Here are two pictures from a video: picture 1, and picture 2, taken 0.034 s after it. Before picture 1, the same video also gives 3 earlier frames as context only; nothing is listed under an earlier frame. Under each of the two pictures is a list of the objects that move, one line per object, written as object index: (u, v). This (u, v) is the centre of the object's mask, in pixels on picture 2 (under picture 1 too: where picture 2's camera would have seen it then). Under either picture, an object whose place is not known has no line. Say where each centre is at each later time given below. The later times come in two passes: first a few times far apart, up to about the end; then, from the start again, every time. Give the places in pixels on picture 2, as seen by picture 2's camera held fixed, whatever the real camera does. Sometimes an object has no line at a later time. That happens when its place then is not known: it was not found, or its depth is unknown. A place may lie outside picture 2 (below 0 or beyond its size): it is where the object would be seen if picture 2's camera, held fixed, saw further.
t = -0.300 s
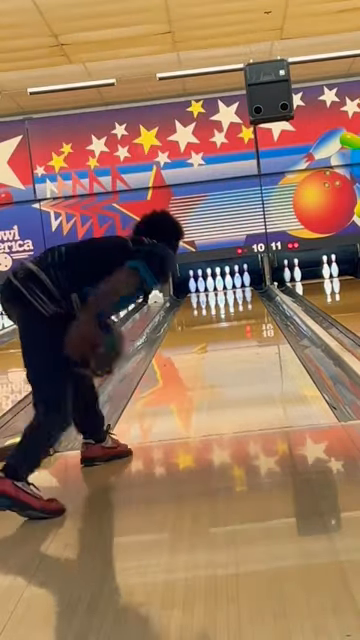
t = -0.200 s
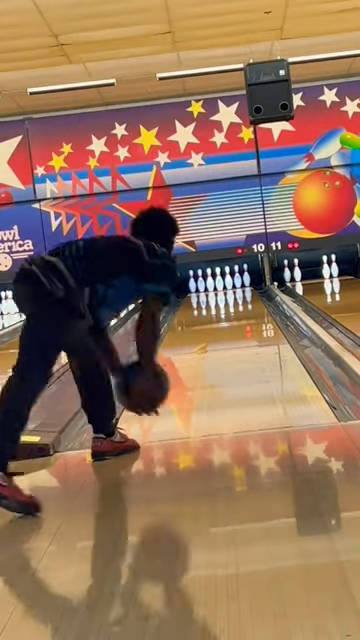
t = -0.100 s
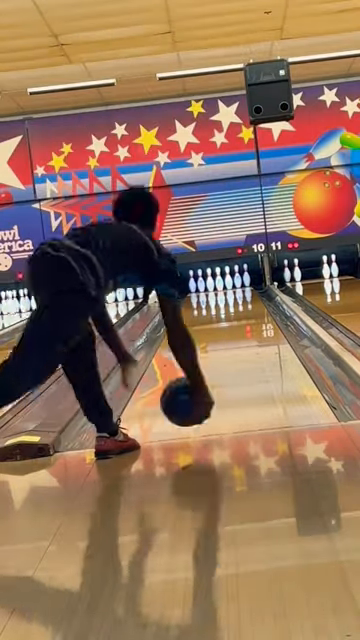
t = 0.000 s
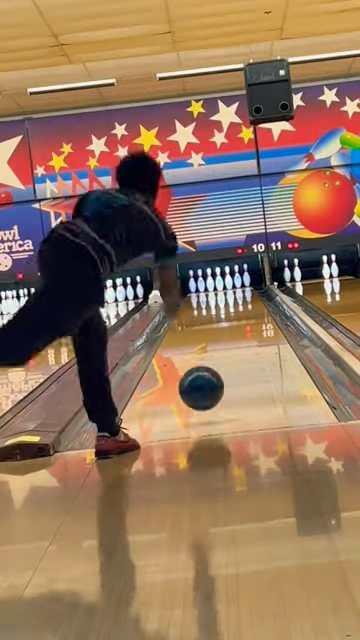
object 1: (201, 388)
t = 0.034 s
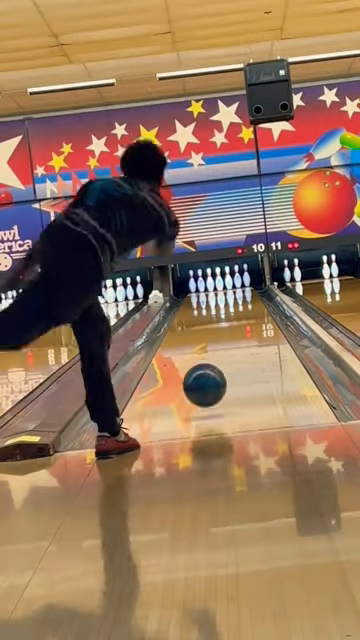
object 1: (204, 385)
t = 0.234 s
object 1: (221, 370)
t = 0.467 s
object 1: (233, 348)
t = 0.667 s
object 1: (240, 335)
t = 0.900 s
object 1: (246, 323)
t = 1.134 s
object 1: (250, 313)
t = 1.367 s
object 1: (252, 305)
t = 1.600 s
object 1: (252, 298)
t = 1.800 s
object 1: (250, 295)
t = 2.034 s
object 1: (247, 291)
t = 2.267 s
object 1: (240, 287)
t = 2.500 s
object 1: (232, 285)
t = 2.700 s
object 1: (227, 283)
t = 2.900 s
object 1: (229, 282)
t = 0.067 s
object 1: (208, 384)
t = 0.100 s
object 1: (211, 386)
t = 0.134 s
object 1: (214, 381)
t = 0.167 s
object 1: (216, 377)
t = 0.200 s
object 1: (218, 373)
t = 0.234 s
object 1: (221, 370)
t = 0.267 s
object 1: (223, 366)
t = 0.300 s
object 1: (225, 363)
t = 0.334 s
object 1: (226, 360)
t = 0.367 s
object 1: (228, 356)
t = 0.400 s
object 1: (230, 354)
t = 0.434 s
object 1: (231, 351)
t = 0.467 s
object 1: (233, 348)
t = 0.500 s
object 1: (234, 346)
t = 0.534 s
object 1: (235, 343)
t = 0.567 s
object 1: (237, 341)
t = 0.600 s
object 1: (238, 339)
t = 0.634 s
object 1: (239, 337)
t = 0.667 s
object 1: (240, 335)
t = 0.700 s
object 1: (241, 333)
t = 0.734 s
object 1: (242, 331)
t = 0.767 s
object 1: (243, 329)
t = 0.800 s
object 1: (244, 327)
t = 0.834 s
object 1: (245, 325)
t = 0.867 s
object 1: (245, 324)
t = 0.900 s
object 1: (246, 323)
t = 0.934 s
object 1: (246, 321)
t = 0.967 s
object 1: (248, 320)
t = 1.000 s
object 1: (248, 318)
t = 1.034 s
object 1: (248, 317)
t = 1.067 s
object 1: (249, 315)
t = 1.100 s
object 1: (250, 314)
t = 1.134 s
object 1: (250, 313)
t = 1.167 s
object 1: (250, 311)
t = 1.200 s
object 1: (251, 310)
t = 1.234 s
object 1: (251, 309)
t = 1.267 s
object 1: (252, 308)
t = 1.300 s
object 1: (252, 307)
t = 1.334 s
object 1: (252, 306)
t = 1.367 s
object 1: (252, 305)
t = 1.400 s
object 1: (252, 304)
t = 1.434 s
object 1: (252, 303)
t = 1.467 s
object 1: (252, 303)
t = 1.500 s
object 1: (252, 301)
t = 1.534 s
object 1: (252, 300)
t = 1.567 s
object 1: (252, 299)
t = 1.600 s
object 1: (252, 298)
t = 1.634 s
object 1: (252, 297)
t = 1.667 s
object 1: (251, 297)
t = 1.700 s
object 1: (251, 296)
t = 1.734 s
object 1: (251, 296)
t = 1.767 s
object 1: (250, 295)
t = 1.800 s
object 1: (250, 295)
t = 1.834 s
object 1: (250, 294)
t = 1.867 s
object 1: (249, 293)
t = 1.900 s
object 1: (248, 292)
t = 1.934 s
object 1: (248, 292)
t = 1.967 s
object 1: (247, 292)
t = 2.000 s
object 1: (247, 292)
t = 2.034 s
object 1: (247, 291)
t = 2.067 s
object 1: (245, 290)
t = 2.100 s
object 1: (245, 290)
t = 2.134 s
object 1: (244, 289)
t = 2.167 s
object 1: (243, 289)
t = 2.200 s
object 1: (242, 288)
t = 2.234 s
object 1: (241, 288)
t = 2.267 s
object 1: (240, 287)
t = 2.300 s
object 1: (239, 287)
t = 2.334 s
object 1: (238, 287)
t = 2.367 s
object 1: (238, 287)
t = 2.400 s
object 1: (236, 286)
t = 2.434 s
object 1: (235, 286)
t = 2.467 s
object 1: (233, 286)
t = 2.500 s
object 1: (232, 285)
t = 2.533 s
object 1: (231, 285)
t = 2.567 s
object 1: (229, 284)
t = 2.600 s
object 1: (228, 285)
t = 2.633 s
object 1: (227, 284)
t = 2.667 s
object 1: (227, 284)
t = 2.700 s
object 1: (227, 283)
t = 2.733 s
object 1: (227, 283)
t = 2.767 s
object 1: (226, 283)
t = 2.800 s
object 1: (226, 283)
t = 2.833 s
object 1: (227, 283)
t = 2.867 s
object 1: (228, 282)
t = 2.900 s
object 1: (229, 282)
